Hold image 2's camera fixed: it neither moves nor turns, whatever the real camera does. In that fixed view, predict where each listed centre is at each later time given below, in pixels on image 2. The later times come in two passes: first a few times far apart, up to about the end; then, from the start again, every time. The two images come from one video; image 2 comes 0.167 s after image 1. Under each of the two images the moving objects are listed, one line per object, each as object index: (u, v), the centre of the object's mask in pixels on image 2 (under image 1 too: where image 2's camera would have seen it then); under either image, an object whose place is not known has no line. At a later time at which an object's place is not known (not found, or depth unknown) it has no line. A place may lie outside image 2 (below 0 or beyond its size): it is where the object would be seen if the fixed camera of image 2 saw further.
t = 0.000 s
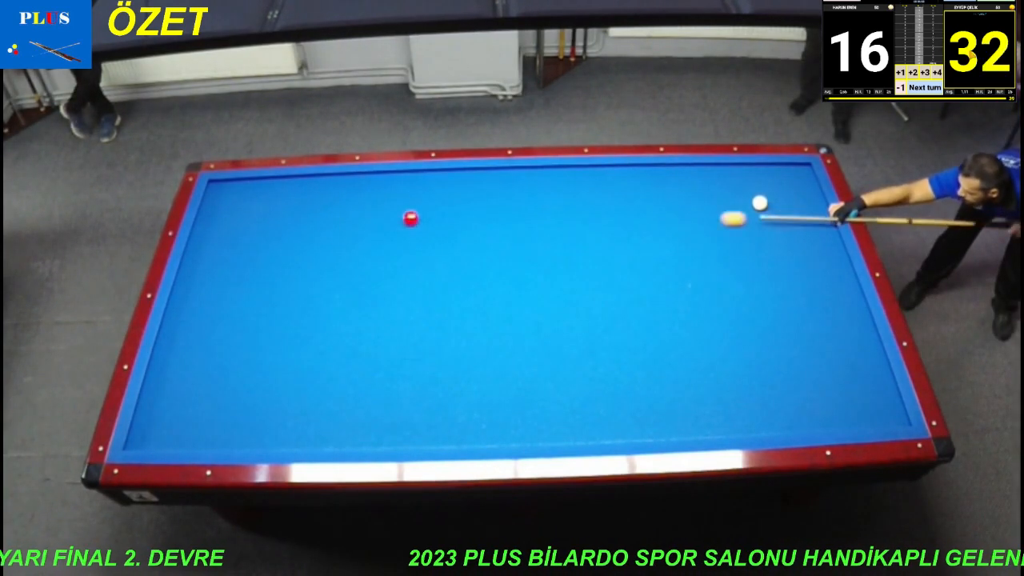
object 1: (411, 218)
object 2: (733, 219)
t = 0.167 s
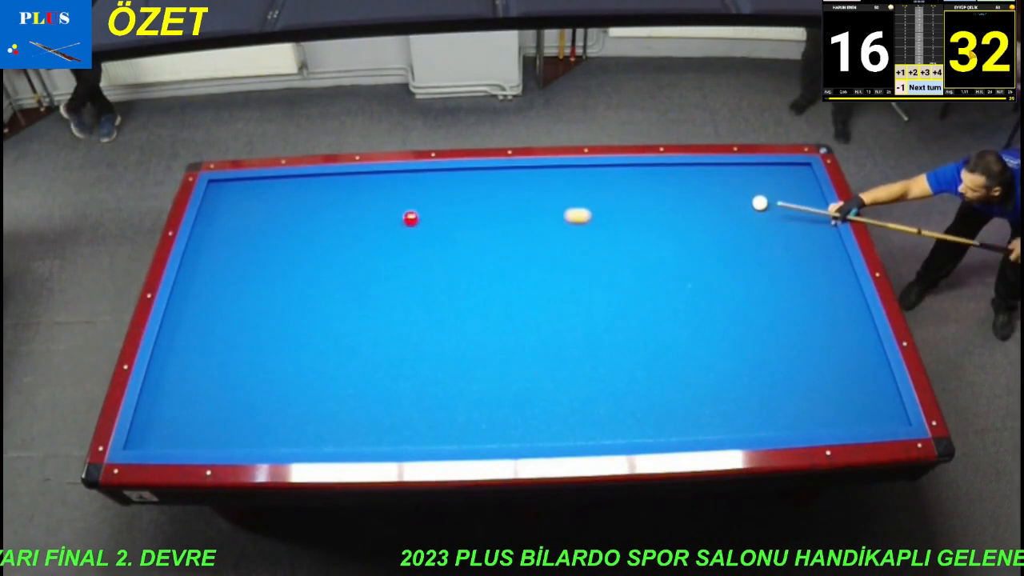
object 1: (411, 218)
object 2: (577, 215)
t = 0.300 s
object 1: (411, 218)
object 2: (452, 214)
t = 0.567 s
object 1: (229, 262)
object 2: (389, 175)
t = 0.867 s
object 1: (274, 286)
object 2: (304, 210)
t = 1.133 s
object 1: (373, 298)
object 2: (220, 240)
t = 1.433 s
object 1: (491, 313)
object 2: (218, 277)
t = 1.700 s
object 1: (598, 327)
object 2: (254, 314)
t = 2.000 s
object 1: (719, 343)
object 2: (298, 359)
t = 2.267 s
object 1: (824, 356)
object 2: (343, 402)
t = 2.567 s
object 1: (847, 367)
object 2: (399, 434)
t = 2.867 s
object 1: (787, 374)
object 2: (456, 403)
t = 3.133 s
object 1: (732, 380)
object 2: (503, 376)
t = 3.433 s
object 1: (669, 387)
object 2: (553, 348)
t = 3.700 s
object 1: (612, 393)
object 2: (593, 325)
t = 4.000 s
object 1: (549, 400)
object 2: (636, 301)
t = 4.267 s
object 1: (493, 406)
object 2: (672, 282)
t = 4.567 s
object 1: (431, 412)
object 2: (708, 261)
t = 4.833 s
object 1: (376, 418)
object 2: (738, 244)
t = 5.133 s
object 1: (317, 423)
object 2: (770, 227)
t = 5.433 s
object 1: (261, 428)
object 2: (798, 211)
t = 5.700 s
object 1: (213, 432)
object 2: (816, 197)
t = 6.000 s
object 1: (162, 435)
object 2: (792, 183)
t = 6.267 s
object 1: (142, 439)
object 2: (772, 171)
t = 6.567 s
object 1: (168, 441)
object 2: (755, 172)
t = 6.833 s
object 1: (191, 442)
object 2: (743, 179)
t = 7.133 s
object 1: (216, 443)
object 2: (730, 186)
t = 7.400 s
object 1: (238, 442)
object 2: (718, 192)
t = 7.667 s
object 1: (259, 441)
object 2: (707, 198)
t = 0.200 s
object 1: (411, 218)
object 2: (546, 215)
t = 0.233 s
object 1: (411, 218)
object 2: (515, 215)
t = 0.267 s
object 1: (411, 218)
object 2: (483, 214)
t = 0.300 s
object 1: (411, 218)
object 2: (452, 214)
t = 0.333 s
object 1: (407, 219)
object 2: (424, 213)
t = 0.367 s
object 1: (381, 225)
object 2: (420, 207)
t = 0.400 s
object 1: (354, 232)
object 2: (416, 200)
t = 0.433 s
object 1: (328, 238)
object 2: (412, 195)
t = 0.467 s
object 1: (302, 244)
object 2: (407, 189)
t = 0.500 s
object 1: (277, 251)
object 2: (401, 184)
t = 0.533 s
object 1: (252, 256)
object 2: (396, 179)
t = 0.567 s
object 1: (229, 262)
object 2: (389, 175)
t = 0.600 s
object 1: (206, 269)
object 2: (381, 178)
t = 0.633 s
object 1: (185, 274)
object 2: (373, 183)
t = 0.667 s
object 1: (192, 277)
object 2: (364, 187)
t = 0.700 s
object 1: (206, 278)
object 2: (355, 191)
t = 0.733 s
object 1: (221, 280)
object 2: (345, 195)
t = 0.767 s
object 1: (234, 281)
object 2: (335, 199)
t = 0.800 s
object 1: (248, 283)
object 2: (325, 202)
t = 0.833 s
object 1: (261, 285)
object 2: (315, 206)
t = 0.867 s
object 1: (274, 286)
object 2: (304, 210)
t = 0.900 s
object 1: (286, 287)
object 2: (294, 213)
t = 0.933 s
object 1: (298, 289)
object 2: (283, 217)
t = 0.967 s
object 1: (310, 290)
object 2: (273, 221)
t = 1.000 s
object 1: (323, 292)
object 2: (262, 225)
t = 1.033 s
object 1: (336, 294)
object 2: (252, 228)
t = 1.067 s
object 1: (348, 296)
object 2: (241, 232)
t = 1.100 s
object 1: (360, 297)
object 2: (231, 236)
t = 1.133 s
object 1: (373, 298)
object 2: (220, 240)
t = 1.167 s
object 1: (386, 300)
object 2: (209, 244)
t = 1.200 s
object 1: (399, 302)
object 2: (199, 248)
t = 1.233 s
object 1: (412, 303)
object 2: (189, 252)
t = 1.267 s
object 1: (425, 305)
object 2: (193, 256)
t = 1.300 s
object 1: (438, 306)
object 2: (200, 260)
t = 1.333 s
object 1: (451, 308)
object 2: (205, 265)
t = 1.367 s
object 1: (464, 310)
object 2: (209, 269)
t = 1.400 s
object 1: (477, 312)
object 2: (213, 273)
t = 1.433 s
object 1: (491, 313)
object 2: (218, 277)
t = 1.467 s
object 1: (504, 315)
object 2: (222, 282)
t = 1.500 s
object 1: (517, 317)
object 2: (226, 286)
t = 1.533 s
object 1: (531, 318)
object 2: (231, 291)
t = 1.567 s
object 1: (544, 320)
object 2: (235, 295)
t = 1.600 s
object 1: (558, 322)
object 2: (240, 300)
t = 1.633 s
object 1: (571, 323)
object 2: (244, 304)
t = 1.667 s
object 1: (585, 325)
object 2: (249, 309)
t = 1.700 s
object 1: (598, 327)
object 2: (254, 314)
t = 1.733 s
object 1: (612, 328)
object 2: (258, 319)
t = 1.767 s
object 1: (625, 330)
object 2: (263, 324)
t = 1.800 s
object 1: (639, 332)
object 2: (268, 329)
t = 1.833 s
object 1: (652, 334)
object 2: (273, 333)
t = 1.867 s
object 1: (666, 335)
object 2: (278, 339)
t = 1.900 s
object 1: (679, 337)
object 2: (283, 343)
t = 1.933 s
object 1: (692, 339)
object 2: (288, 349)
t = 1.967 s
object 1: (706, 341)
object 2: (293, 354)
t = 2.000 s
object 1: (719, 343)
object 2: (298, 359)
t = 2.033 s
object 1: (733, 345)
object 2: (304, 364)
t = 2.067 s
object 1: (746, 346)
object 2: (309, 369)
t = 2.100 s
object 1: (760, 348)
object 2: (314, 375)
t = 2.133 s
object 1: (772, 349)
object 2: (320, 380)
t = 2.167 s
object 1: (786, 351)
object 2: (325, 386)
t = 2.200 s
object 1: (798, 353)
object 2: (331, 391)
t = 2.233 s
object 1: (811, 354)
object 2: (337, 396)
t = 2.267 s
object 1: (824, 356)
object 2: (343, 402)
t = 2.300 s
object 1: (837, 358)
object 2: (349, 408)
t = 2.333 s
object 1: (849, 359)
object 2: (354, 414)
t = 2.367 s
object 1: (862, 361)
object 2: (360, 419)
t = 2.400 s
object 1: (875, 362)
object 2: (367, 425)
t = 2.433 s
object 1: (881, 363)
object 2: (372, 431)
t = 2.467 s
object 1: (872, 364)
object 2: (379, 437)
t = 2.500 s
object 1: (863, 365)
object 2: (385, 441)
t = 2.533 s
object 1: (855, 366)
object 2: (392, 438)
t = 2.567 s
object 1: (847, 367)
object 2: (399, 434)
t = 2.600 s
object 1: (840, 368)
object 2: (405, 431)
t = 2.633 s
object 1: (834, 368)
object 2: (411, 427)
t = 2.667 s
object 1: (827, 369)
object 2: (418, 423)
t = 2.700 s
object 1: (821, 370)
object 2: (424, 420)
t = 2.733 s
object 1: (814, 371)
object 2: (430, 416)
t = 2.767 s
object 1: (807, 371)
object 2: (437, 413)
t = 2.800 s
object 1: (801, 372)
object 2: (443, 410)
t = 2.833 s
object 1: (793, 373)
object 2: (449, 406)
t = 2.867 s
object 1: (787, 374)
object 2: (456, 403)
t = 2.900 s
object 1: (780, 375)
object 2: (461, 399)
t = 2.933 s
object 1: (773, 375)
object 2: (467, 396)
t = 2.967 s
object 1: (766, 377)
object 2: (473, 393)
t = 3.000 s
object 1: (760, 377)
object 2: (479, 389)
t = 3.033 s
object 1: (753, 377)
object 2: (485, 386)
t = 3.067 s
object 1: (746, 379)
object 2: (491, 383)
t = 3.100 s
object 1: (739, 379)
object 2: (497, 380)
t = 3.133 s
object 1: (732, 380)
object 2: (503, 376)
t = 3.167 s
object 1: (725, 381)
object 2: (508, 373)
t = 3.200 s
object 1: (718, 382)
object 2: (514, 370)
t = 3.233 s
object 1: (711, 382)
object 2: (520, 367)
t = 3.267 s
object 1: (704, 383)
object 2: (525, 364)
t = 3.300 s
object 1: (697, 384)
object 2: (531, 361)
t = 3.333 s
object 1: (690, 385)
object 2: (536, 358)
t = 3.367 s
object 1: (683, 385)
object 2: (542, 355)
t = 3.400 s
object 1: (676, 386)
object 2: (547, 352)
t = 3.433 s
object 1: (669, 387)
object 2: (553, 348)
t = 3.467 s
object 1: (662, 388)
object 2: (558, 345)
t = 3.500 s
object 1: (655, 388)
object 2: (563, 342)
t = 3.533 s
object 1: (648, 389)
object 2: (568, 340)
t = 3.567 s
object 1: (641, 390)
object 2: (573, 337)
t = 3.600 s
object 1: (634, 391)
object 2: (579, 334)
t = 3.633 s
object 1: (626, 391)
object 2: (583, 331)
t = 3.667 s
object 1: (619, 392)
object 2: (589, 328)
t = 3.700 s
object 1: (612, 393)
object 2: (593, 325)
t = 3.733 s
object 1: (605, 394)
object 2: (598, 322)
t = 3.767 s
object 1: (599, 394)
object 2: (603, 320)
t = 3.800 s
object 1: (591, 395)
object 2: (608, 317)
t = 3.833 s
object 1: (585, 396)
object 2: (613, 314)
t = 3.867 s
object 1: (577, 397)
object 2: (618, 312)
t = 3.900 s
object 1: (570, 397)
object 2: (622, 309)
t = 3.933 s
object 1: (563, 398)
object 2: (627, 306)
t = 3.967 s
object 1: (556, 399)
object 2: (632, 304)
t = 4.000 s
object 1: (549, 400)
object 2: (636, 301)
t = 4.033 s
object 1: (542, 401)
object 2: (641, 299)
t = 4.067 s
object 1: (535, 402)
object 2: (645, 296)
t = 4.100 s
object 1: (528, 402)
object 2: (650, 294)
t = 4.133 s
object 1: (521, 403)
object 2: (655, 291)
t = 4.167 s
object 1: (514, 404)
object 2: (659, 289)
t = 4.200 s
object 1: (506, 404)
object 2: (663, 286)
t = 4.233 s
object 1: (499, 405)
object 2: (667, 284)
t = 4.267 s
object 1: (493, 406)
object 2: (672, 282)
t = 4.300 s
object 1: (486, 406)
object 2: (676, 279)
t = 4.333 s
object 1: (479, 407)
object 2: (680, 277)
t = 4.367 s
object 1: (472, 408)
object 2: (684, 274)
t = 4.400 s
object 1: (465, 409)
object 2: (688, 272)
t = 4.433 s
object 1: (458, 410)
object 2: (693, 270)
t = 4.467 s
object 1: (451, 410)
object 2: (697, 268)
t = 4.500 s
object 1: (444, 411)
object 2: (701, 265)
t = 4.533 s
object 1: (437, 411)
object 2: (704, 263)
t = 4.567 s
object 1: (431, 412)
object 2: (708, 261)
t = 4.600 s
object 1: (424, 412)
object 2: (712, 259)
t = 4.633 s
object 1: (417, 413)
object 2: (716, 257)
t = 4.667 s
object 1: (410, 414)
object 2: (720, 255)
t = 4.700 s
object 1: (403, 414)
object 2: (724, 253)
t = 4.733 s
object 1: (396, 415)
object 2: (727, 250)
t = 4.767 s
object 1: (390, 416)
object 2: (731, 248)
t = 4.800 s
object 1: (383, 416)
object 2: (735, 246)
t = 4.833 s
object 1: (376, 418)
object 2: (738, 244)
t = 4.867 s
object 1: (370, 418)
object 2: (742, 242)
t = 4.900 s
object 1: (363, 418)
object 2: (746, 240)
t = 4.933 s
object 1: (356, 419)
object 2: (749, 238)
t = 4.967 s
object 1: (349, 419)
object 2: (753, 236)
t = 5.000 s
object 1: (343, 420)
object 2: (756, 234)
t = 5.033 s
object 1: (336, 421)
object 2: (760, 232)
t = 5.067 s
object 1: (331, 421)
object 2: (763, 230)
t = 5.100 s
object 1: (324, 422)
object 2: (766, 229)
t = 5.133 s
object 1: (317, 423)
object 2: (770, 227)
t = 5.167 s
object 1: (311, 423)
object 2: (773, 225)
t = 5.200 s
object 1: (305, 424)
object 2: (776, 223)
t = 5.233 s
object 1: (298, 424)
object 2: (780, 221)
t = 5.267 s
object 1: (292, 425)
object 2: (783, 219)
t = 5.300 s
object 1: (285, 425)
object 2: (786, 218)
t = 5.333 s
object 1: (279, 426)
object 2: (789, 216)
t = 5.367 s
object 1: (273, 427)
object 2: (792, 214)
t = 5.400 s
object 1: (267, 427)
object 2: (795, 212)
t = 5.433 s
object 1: (261, 428)
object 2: (798, 211)
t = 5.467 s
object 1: (255, 428)
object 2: (801, 209)
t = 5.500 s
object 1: (249, 429)
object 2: (804, 207)
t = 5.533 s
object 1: (243, 429)
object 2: (807, 206)
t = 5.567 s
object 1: (237, 429)
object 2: (810, 204)
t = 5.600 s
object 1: (231, 430)
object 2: (813, 202)
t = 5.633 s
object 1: (225, 431)
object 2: (816, 201)
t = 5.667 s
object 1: (219, 431)
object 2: (819, 199)
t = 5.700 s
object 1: (213, 432)
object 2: (816, 197)
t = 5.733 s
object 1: (207, 432)
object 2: (813, 196)
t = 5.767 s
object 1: (202, 433)
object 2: (811, 194)
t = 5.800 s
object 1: (196, 433)
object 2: (808, 192)
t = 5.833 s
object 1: (190, 434)
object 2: (805, 191)
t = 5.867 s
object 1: (184, 434)
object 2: (803, 189)
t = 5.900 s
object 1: (179, 435)
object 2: (800, 188)
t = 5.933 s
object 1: (173, 435)
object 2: (798, 186)
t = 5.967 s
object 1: (167, 435)
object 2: (795, 184)
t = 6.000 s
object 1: (162, 435)
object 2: (792, 183)
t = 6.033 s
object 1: (156, 436)
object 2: (790, 181)
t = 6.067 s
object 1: (151, 436)
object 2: (787, 180)
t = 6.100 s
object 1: (146, 437)
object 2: (784, 178)
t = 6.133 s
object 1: (140, 437)
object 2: (782, 177)
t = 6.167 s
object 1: (135, 438)
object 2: (779, 175)
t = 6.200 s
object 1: (135, 438)
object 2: (777, 174)
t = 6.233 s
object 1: (139, 438)
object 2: (774, 172)
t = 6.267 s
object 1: (142, 439)
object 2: (772, 171)
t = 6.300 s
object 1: (145, 439)
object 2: (769, 170)
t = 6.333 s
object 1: (148, 439)
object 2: (767, 168)
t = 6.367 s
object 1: (151, 439)
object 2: (765, 167)
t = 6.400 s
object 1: (154, 440)
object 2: (763, 168)
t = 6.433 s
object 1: (157, 440)
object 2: (761, 169)
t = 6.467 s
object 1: (160, 440)
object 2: (760, 170)
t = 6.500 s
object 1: (162, 441)
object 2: (759, 170)
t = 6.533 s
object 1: (165, 441)
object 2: (757, 171)
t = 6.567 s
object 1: (168, 441)
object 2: (755, 172)
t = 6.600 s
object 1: (171, 441)
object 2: (754, 173)
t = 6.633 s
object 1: (174, 441)
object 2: (752, 173)
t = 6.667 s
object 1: (177, 442)
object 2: (751, 174)
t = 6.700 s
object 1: (180, 442)
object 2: (749, 175)
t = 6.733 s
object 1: (182, 442)
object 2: (748, 176)
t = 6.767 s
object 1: (185, 442)
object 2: (746, 177)
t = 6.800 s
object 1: (188, 442)
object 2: (745, 178)
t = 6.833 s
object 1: (191, 442)
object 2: (743, 179)
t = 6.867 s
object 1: (194, 443)
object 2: (742, 179)
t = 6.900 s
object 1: (197, 443)
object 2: (740, 180)
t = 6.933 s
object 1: (200, 443)
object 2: (739, 181)
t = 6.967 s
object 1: (203, 443)
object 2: (737, 182)
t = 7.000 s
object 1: (205, 443)
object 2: (736, 183)
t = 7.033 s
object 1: (208, 444)
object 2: (734, 184)
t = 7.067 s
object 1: (211, 443)
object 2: (733, 184)
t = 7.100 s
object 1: (214, 443)
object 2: (731, 185)
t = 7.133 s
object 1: (216, 443)
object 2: (730, 186)
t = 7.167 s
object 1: (219, 443)
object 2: (728, 187)
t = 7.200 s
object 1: (222, 443)
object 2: (727, 187)
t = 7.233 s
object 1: (225, 443)
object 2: (726, 188)
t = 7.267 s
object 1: (228, 442)
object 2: (724, 189)
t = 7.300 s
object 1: (230, 443)
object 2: (722, 190)
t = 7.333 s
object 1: (233, 443)
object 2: (721, 190)
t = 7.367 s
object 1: (235, 442)
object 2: (719, 191)
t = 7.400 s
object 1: (238, 442)
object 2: (718, 192)
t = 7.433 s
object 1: (241, 442)
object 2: (717, 193)
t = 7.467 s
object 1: (244, 442)
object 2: (715, 194)
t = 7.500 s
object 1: (246, 442)
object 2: (714, 194)
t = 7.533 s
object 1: (248, 442)
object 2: (712, 195)
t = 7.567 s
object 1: (251, 442)
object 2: (711, 196)
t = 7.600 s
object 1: (254, 442)
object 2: (709, 197)
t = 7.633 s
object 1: (256, 441)
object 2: (708, 197)
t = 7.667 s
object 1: (259, 441)
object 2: (707, 198)
